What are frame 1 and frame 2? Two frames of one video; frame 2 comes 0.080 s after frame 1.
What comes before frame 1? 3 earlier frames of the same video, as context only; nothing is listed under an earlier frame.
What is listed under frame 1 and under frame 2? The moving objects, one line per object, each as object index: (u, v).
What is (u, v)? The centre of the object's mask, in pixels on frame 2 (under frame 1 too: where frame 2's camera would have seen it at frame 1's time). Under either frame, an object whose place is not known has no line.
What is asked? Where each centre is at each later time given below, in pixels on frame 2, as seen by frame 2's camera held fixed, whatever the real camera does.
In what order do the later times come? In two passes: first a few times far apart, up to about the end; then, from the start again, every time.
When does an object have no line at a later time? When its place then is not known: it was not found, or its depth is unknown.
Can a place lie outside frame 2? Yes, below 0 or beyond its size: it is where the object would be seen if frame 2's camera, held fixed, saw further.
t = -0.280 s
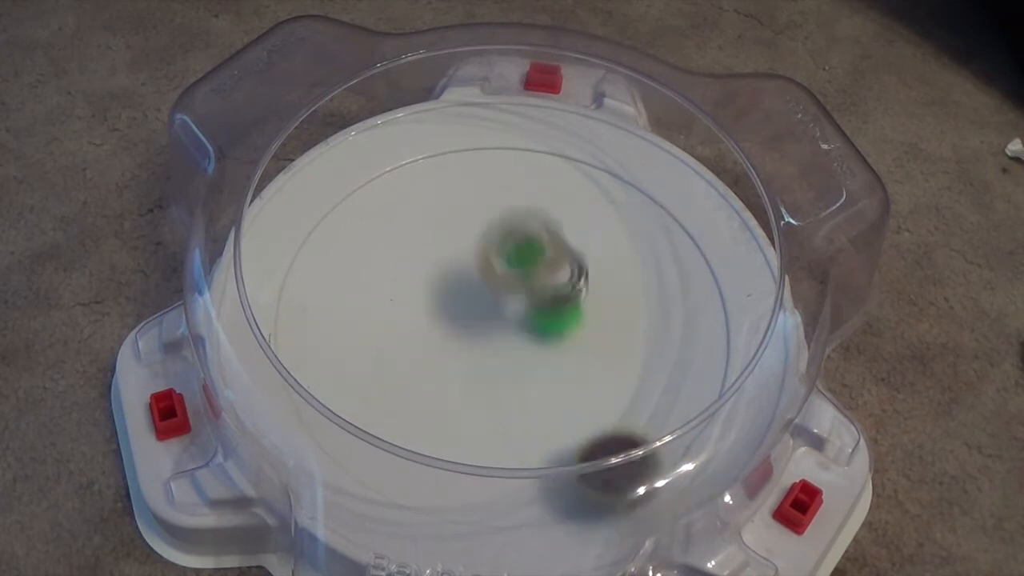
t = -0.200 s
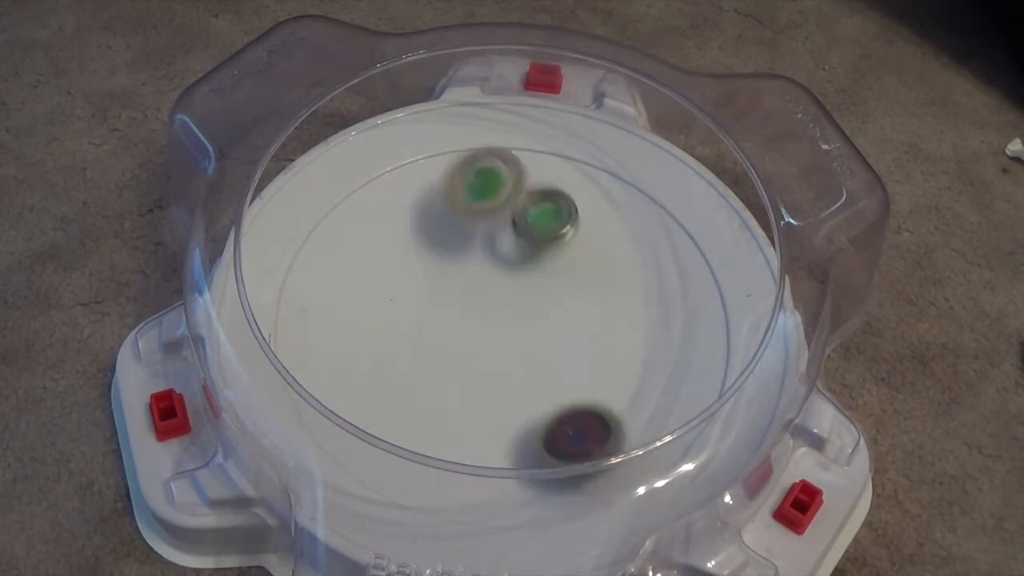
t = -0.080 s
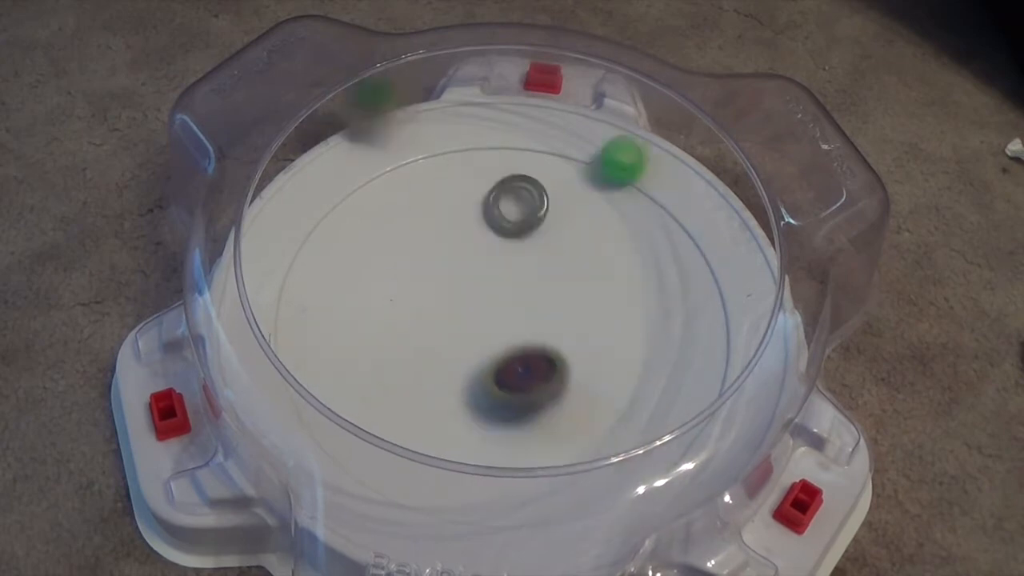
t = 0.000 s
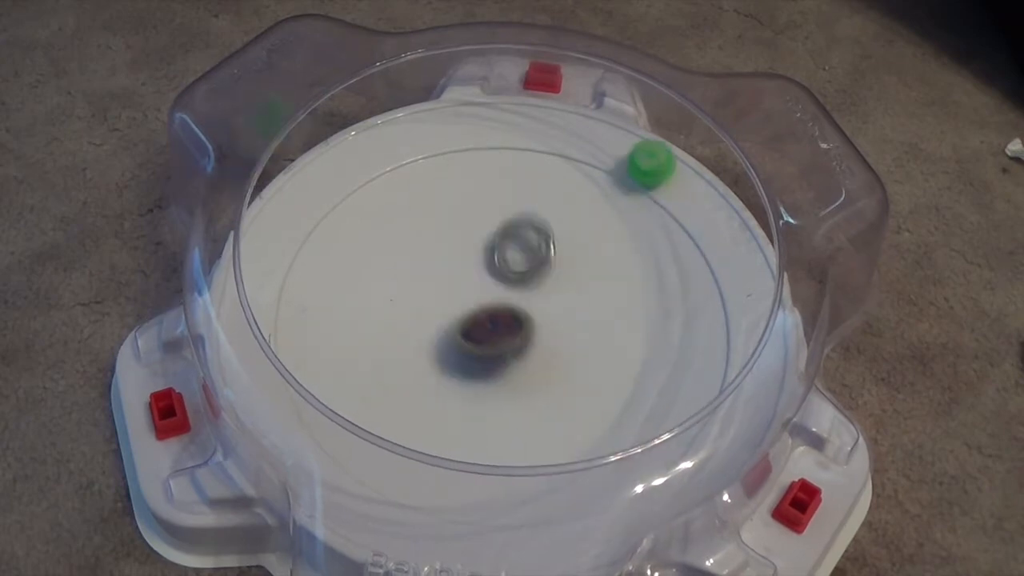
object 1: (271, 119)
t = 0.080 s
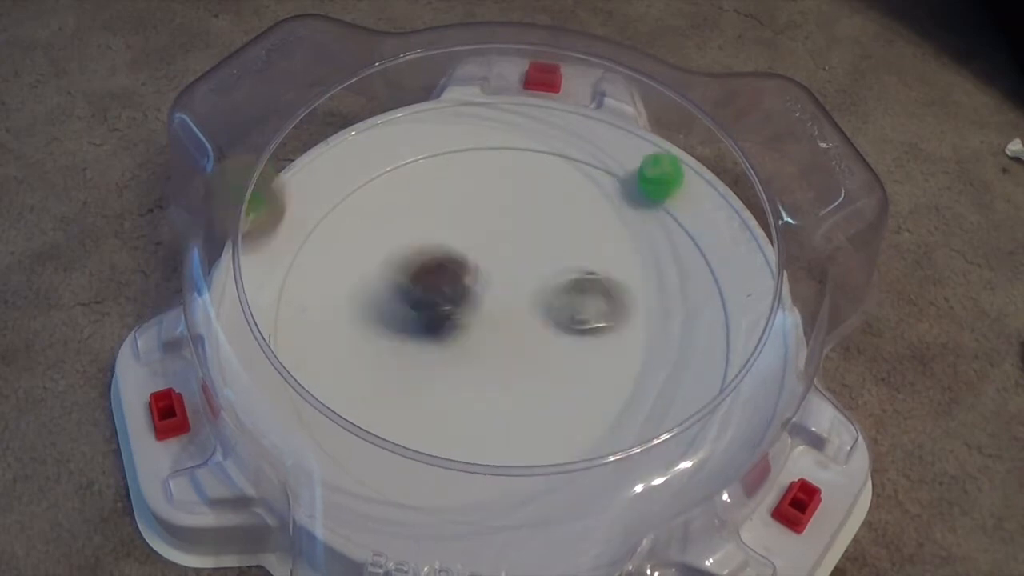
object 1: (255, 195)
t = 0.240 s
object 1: (247, 354)
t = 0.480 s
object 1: (382, 422)
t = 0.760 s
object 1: (430, 395)
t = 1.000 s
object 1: (430, 394)
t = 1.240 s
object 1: (431, 392)
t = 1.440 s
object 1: (432, 392)
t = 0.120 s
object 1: (266, 249)
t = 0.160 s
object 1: (289, 293)
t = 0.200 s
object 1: (267, 317)
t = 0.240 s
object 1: (247, 354)
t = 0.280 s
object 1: (247, 378)
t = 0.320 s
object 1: (269, 402)
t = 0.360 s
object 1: (299, 415)
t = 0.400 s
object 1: (328, 424)
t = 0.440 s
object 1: (356, 425)
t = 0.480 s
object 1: (382, 422)
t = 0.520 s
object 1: (401, 415)
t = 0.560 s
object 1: (413, 409)
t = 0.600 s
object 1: (422, 402)
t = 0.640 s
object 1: (427, 398)
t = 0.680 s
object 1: (429, 395)
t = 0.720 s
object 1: (429, 395)
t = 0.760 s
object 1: (430, 395)
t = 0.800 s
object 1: (430, 395)
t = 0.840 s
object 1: (430, 395)
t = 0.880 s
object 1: (430, 394)
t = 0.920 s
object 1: (430, 394)
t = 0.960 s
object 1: (430, 394)
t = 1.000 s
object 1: (430, 394)
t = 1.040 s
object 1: (431, 394)
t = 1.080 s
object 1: (431, 393)
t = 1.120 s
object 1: (431, 394)
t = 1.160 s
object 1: (431, 393)
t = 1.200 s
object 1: (431, 393)
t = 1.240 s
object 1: (431, 392)
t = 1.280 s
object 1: (431, 392)
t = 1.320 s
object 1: (431, 392)
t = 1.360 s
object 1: (432, 392)
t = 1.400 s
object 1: (432, 392)
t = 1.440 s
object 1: (432, 392)
